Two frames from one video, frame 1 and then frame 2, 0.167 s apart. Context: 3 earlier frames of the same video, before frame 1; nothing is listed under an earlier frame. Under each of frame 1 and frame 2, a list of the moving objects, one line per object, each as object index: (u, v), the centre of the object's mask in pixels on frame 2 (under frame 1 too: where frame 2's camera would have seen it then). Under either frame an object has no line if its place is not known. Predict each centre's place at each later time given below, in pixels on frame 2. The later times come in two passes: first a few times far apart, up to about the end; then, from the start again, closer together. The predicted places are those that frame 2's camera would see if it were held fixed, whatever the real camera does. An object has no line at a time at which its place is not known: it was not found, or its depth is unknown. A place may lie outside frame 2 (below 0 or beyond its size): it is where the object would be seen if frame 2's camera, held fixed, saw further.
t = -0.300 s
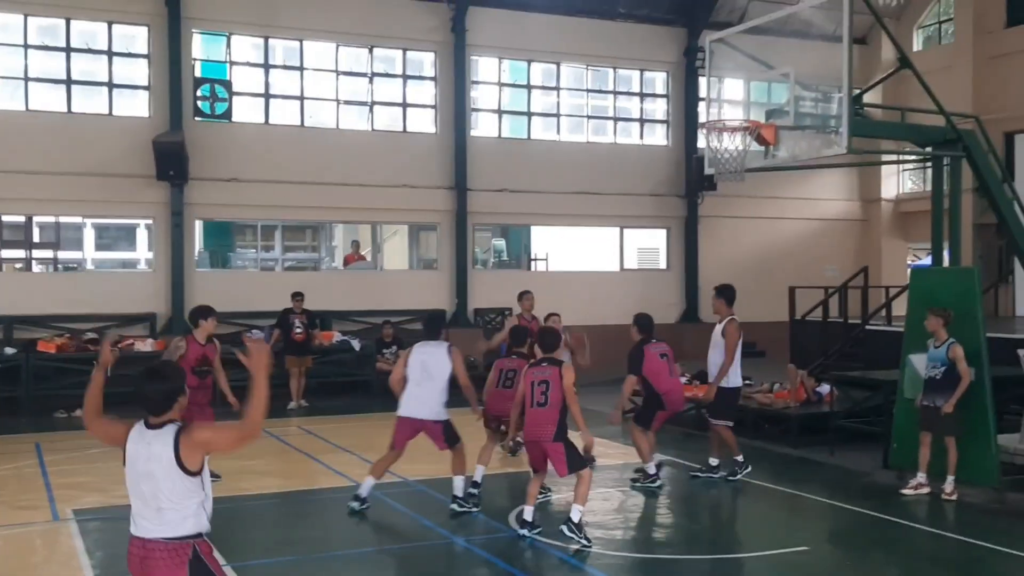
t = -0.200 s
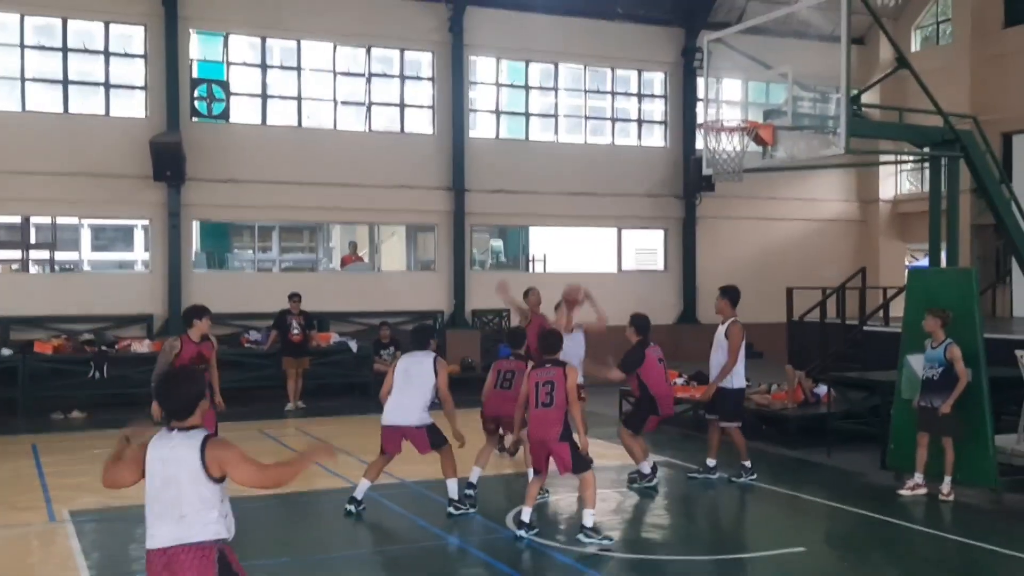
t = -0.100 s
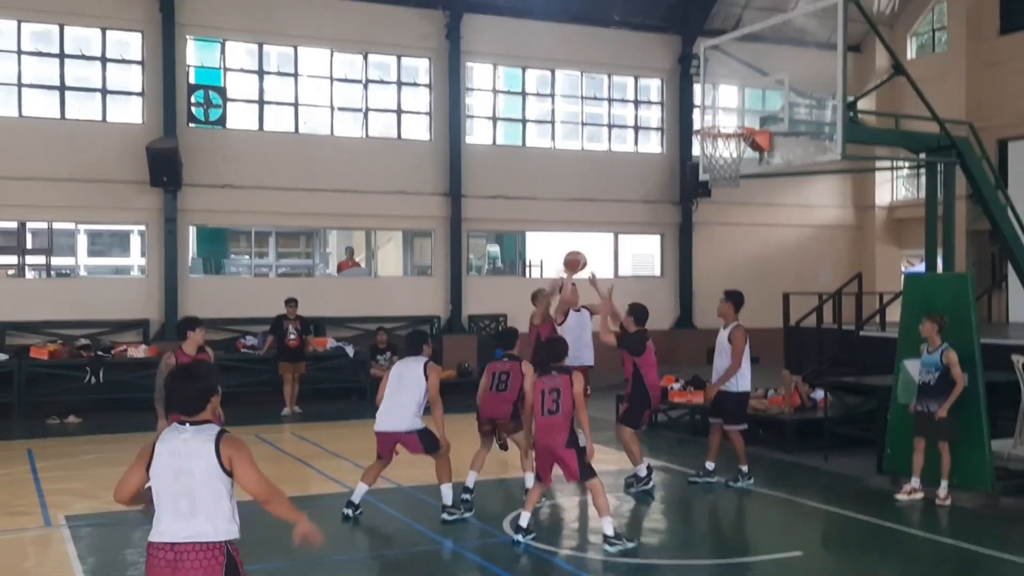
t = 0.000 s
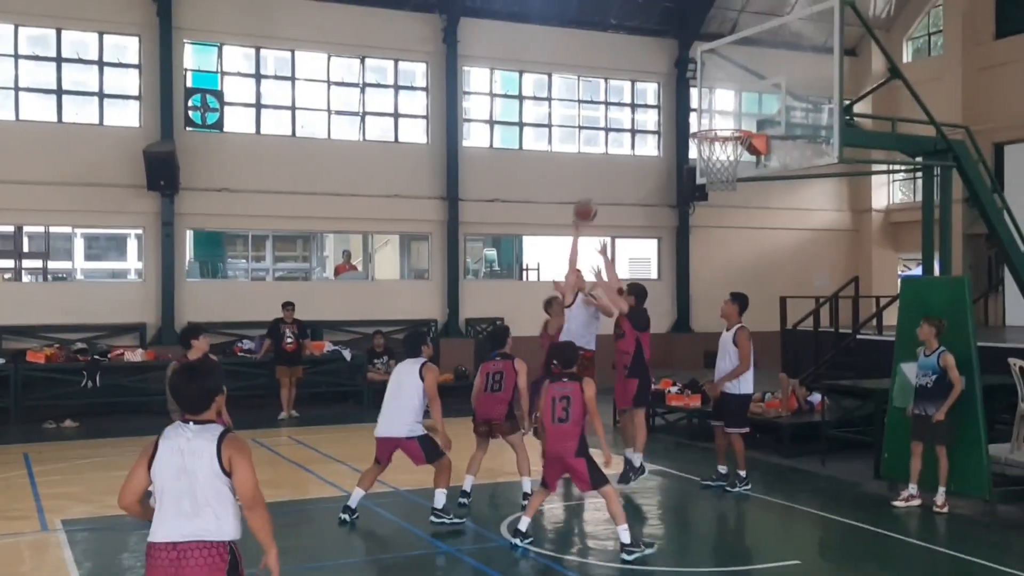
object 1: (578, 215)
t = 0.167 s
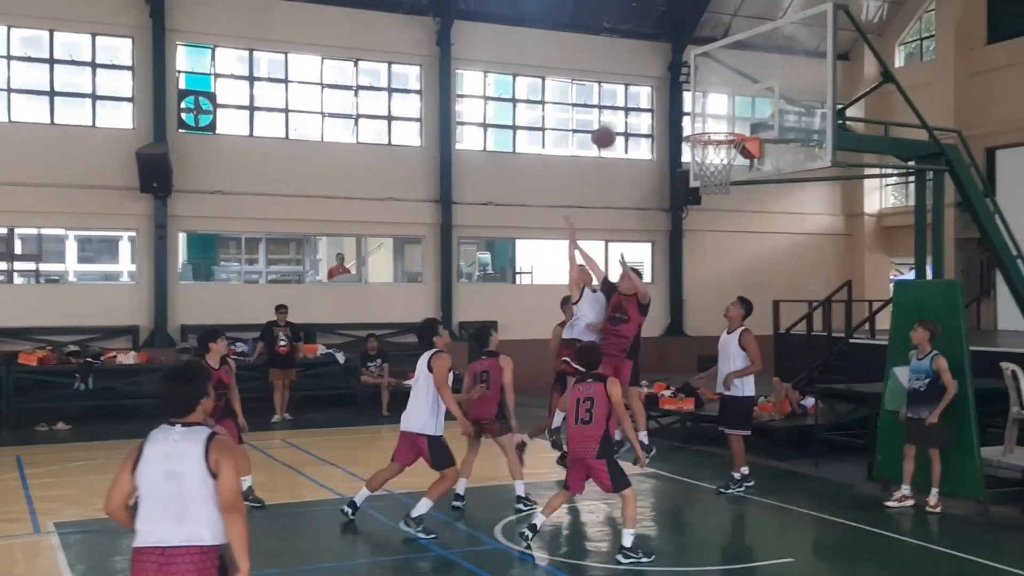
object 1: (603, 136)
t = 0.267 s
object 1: (619, 102)
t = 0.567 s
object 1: (667, 57)
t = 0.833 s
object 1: (715, 100)
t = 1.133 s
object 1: (732, 92)
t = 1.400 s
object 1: (744, 129)
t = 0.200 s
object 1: (608, 125)
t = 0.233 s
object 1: (614, 113)
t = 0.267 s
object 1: (619, 102)
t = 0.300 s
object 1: (624, 93)
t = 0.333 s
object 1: (629, 84)
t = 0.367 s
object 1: (634, 77)
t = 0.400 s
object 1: (639, 71)
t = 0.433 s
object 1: (645, 65)
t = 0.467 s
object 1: (650, 62)
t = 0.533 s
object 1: (661, 57)
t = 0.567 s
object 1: (667, 57)
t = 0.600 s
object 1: (673, 58)
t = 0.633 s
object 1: (679, 58)
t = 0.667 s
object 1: (685, 62)
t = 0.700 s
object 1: (690, 67)
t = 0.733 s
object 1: (697, 73)
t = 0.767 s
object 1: (702, 80)
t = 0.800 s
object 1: (708, 90)
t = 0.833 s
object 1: (715, 100)
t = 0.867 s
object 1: (722, 113)
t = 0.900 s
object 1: (726, 119)
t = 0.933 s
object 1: (727, 112)
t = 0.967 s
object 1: (728, 105)
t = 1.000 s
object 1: (729, 99)
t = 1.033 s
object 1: (730, 95)
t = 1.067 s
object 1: (731, 93)
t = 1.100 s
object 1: (732, 92)
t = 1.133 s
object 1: (732, 92)
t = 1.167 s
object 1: (733, 93)
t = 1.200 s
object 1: (734, 96)
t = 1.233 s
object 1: (735, 100)
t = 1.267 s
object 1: (736, 106)
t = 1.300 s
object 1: (737, 113)
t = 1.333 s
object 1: (738, 121)
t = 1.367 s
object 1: (741, 125)
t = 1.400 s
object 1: (744, 129)
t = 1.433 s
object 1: (747, 136)
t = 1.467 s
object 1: (750, 143)
